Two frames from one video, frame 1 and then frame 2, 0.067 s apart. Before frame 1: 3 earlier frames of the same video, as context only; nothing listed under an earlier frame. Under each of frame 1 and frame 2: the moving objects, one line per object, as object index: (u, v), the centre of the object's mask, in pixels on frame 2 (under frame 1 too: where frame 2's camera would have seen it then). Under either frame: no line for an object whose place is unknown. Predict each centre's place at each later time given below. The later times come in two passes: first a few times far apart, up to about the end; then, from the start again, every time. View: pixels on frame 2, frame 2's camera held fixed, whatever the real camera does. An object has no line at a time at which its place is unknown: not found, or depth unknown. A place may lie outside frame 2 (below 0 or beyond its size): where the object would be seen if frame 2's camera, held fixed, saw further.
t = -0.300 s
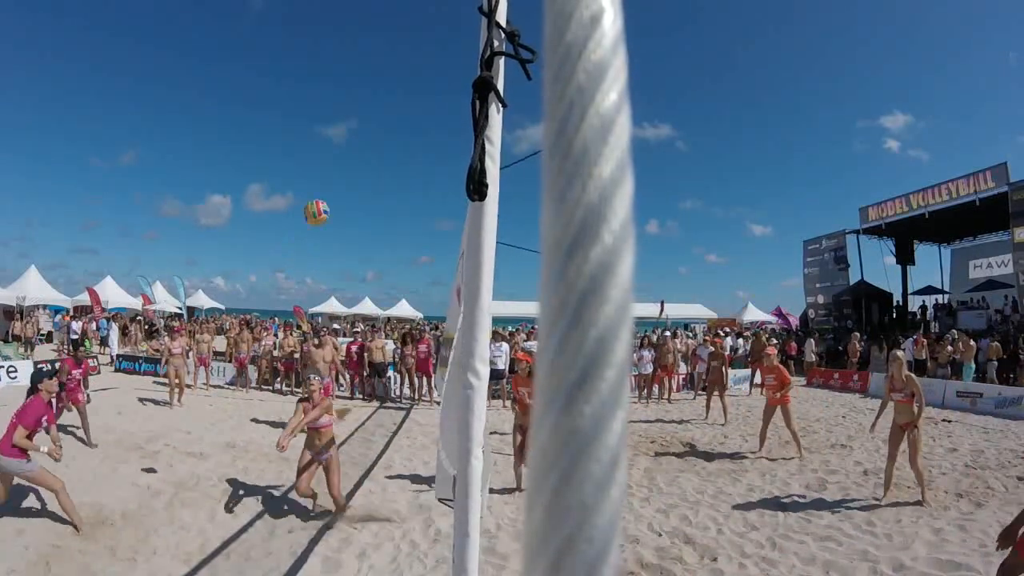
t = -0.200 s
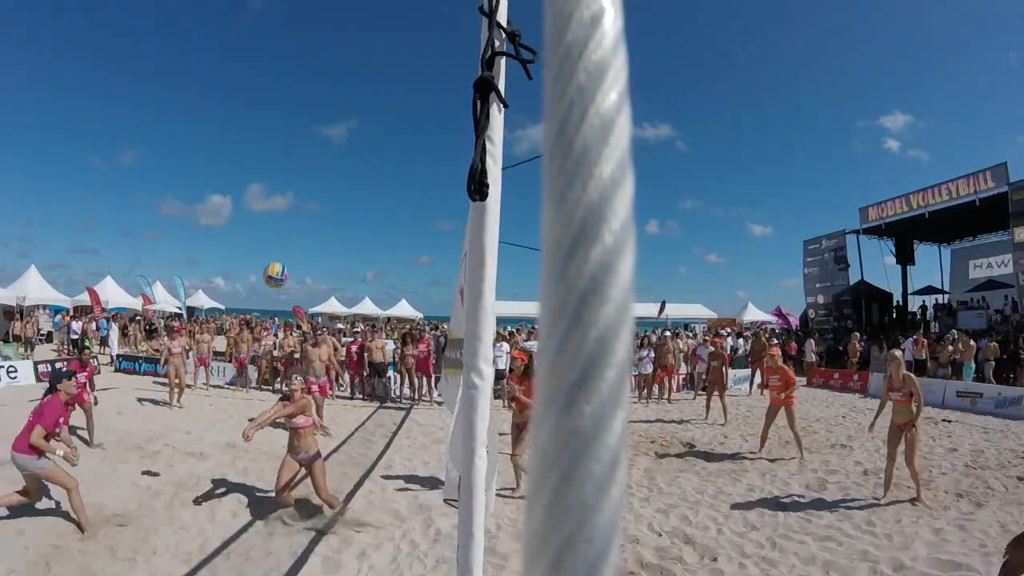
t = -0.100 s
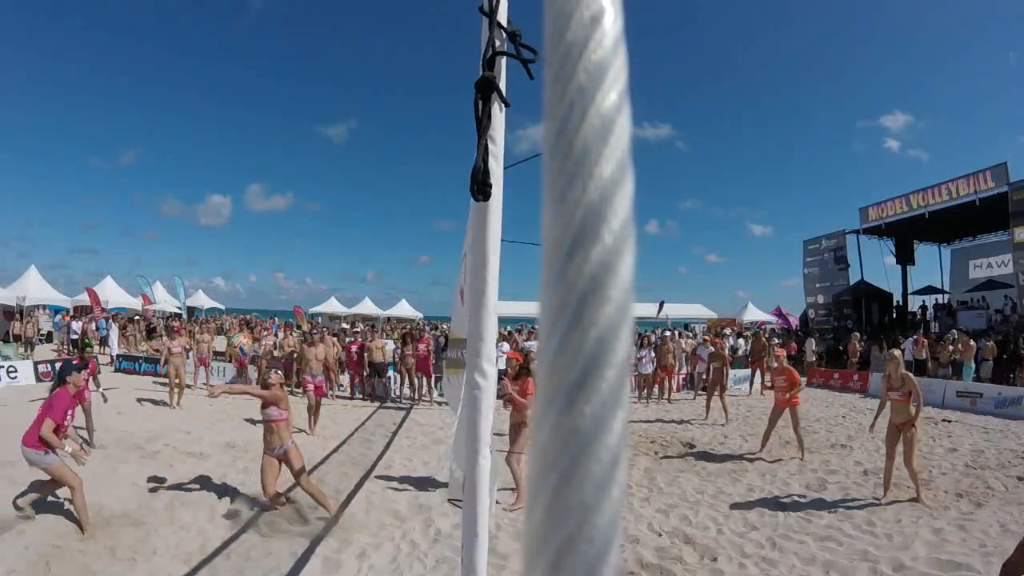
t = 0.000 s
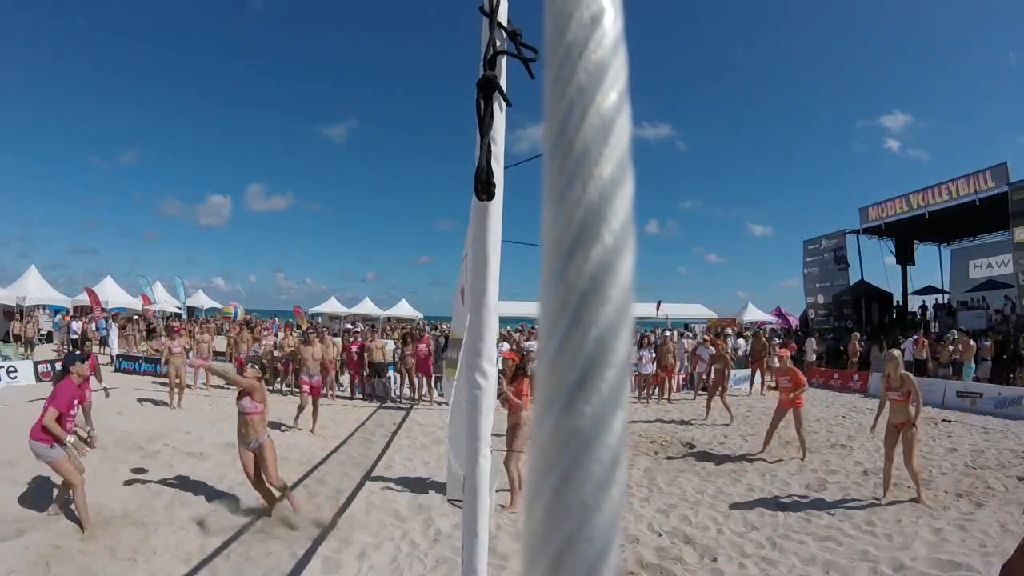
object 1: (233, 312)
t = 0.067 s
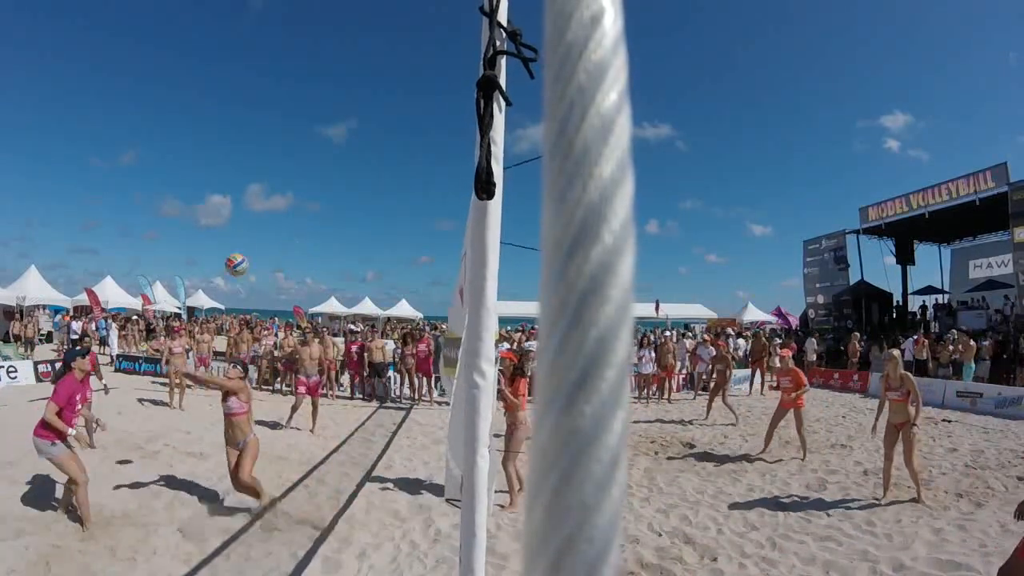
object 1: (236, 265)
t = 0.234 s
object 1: (249, 170)
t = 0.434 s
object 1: (259, 102)
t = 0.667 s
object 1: (266, 74)
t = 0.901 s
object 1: (263, 89)
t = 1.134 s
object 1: (251, 149)
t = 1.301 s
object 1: (237, 223)
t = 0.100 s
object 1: (239, 243)
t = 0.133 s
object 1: (241, 222)
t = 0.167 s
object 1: (244, 203)
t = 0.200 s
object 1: (246, 185)
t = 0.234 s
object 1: (249, 170)
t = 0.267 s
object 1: (251, 155)
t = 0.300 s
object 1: (253, 141)
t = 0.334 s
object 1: (255, 130)
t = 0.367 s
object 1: (257, 120)
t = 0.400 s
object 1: (258, 111)
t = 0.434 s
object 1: (259, 102)
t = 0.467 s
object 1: (261, 95)
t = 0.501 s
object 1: (262, 89)
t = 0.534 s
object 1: (264, 84)
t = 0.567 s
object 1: (265, 81)
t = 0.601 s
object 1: (265, 78)
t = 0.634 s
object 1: (266, 75)
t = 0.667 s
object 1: (266, 74)
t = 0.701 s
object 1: (266, 74)
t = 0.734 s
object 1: (266, 74)
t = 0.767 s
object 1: (266, 75)
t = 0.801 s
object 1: (265, 77)
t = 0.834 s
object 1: (265, 80)
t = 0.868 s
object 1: (264, 84)
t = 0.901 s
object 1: (263, 89)
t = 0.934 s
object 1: (262, 95)
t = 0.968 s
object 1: (260, 101)
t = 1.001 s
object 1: (258, 109)
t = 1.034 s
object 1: (257, 117)
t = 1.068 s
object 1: (255, 126)
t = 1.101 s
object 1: (253, 137)
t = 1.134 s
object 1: (251, 149)
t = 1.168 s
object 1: (248, 161)
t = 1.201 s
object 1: (245, 175)
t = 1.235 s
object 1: (242, 190)
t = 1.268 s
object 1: (239, 206)
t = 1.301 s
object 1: (237, 223)
